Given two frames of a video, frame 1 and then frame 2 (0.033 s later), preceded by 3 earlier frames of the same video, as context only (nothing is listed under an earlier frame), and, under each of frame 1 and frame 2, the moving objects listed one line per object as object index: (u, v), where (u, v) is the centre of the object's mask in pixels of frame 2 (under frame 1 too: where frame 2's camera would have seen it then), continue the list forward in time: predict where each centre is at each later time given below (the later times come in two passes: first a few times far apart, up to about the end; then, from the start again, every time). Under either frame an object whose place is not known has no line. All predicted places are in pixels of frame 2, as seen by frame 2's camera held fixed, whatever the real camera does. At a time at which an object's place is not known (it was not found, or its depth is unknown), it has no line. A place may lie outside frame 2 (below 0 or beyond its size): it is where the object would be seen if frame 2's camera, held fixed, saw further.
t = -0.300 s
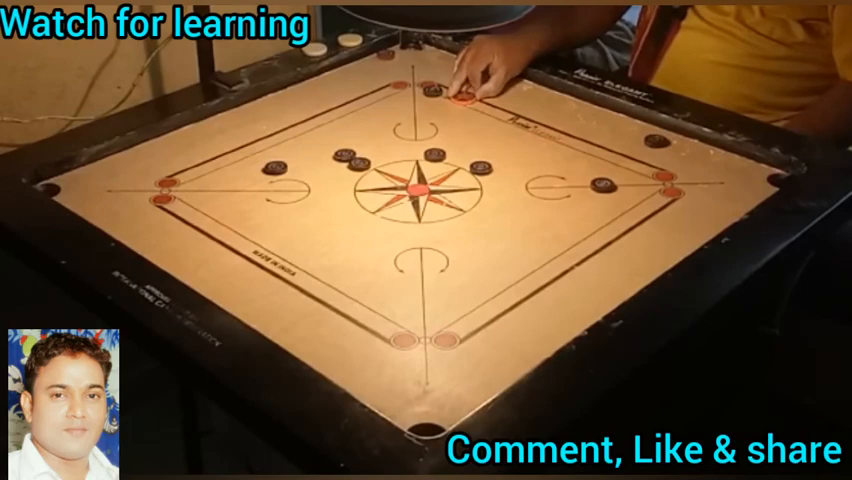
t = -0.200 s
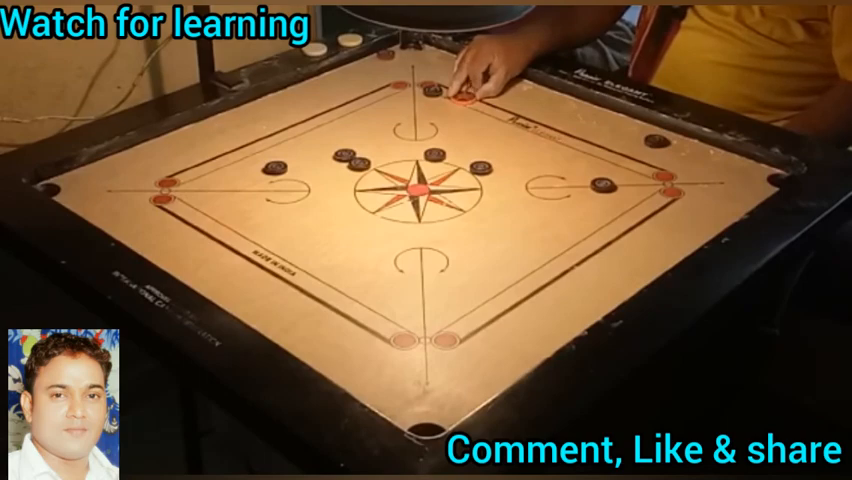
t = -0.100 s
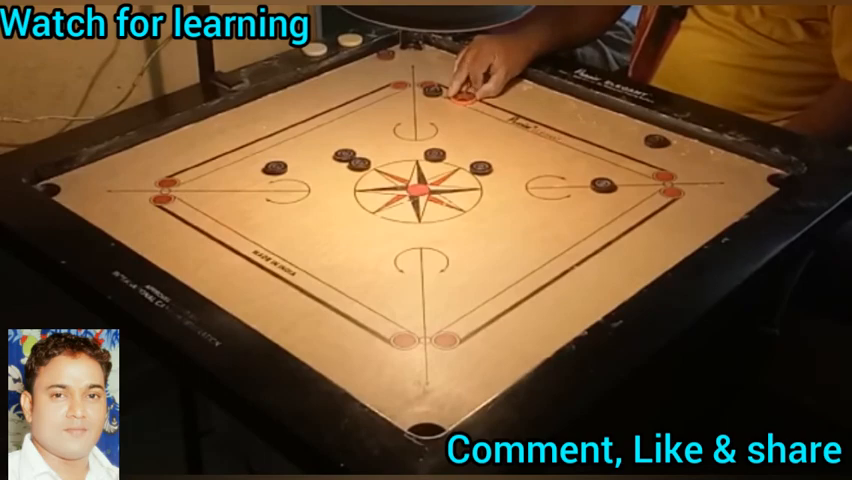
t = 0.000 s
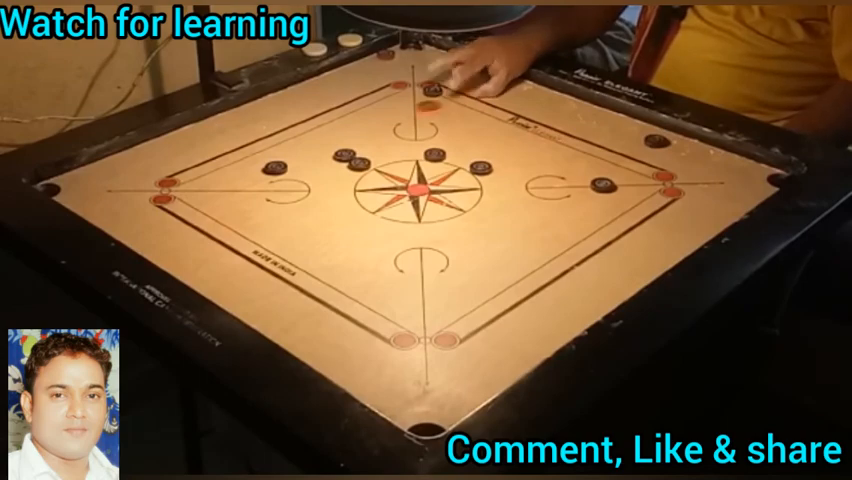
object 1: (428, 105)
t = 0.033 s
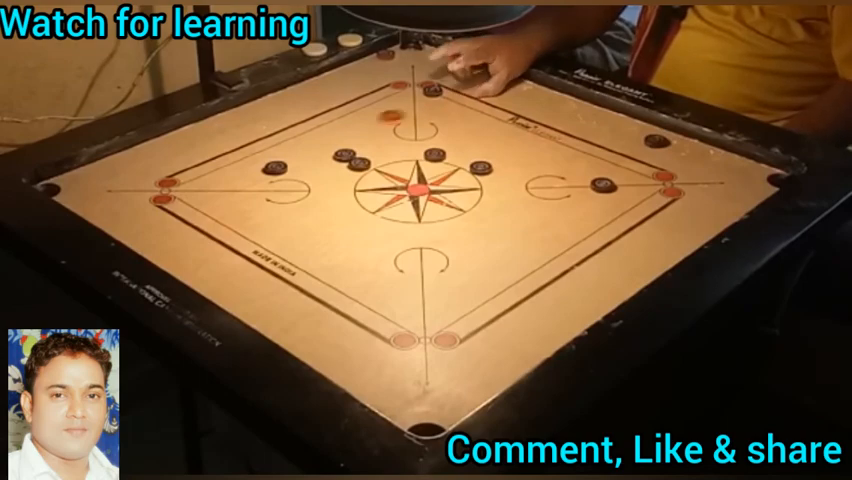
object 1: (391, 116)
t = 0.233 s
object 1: (155, 178)
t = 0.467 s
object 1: (177, 148)
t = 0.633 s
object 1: (267, 107)
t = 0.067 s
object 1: (353, 126)
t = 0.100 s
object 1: (315, 136)
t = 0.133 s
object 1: (277, 147)
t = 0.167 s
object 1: (237, 157)
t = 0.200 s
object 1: (197, 167)
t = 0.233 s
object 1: (155, 178)
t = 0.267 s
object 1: (115, 189)
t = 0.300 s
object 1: (76, 199)
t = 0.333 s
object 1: (80, 194)
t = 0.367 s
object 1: (107, 182)
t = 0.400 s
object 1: (132, 170)
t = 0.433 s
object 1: (155, 159)
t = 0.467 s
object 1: (177, 148)
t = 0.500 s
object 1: (197, 139)
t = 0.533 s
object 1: (216, 130)
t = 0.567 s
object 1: (235, 122)
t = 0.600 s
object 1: (251, 114)
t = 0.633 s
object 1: (267, 107)
